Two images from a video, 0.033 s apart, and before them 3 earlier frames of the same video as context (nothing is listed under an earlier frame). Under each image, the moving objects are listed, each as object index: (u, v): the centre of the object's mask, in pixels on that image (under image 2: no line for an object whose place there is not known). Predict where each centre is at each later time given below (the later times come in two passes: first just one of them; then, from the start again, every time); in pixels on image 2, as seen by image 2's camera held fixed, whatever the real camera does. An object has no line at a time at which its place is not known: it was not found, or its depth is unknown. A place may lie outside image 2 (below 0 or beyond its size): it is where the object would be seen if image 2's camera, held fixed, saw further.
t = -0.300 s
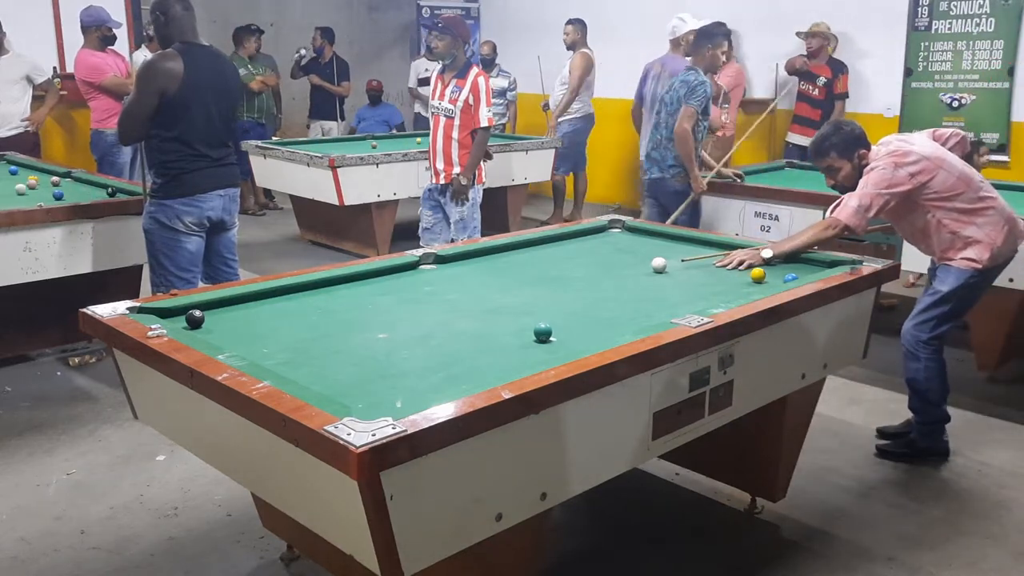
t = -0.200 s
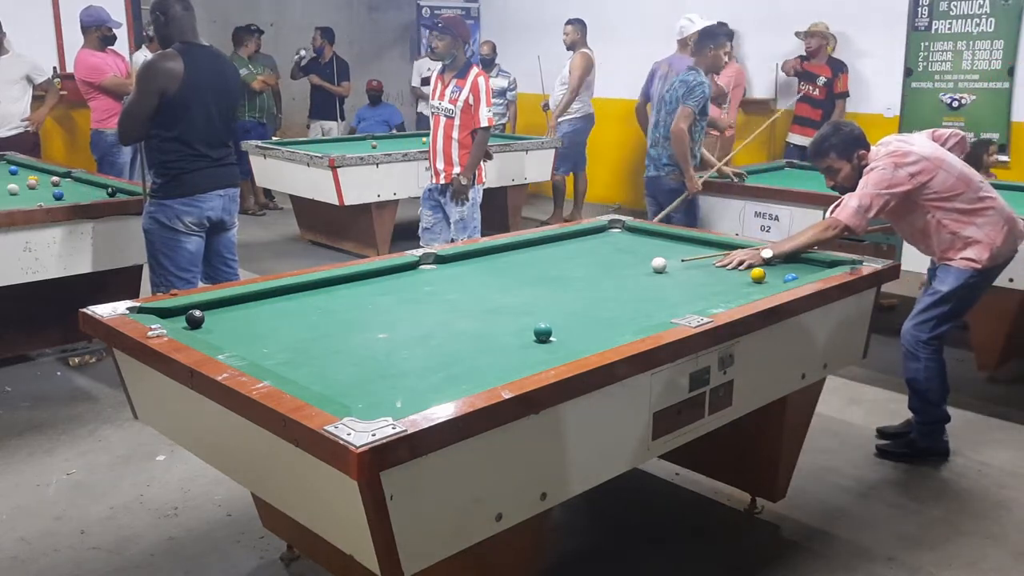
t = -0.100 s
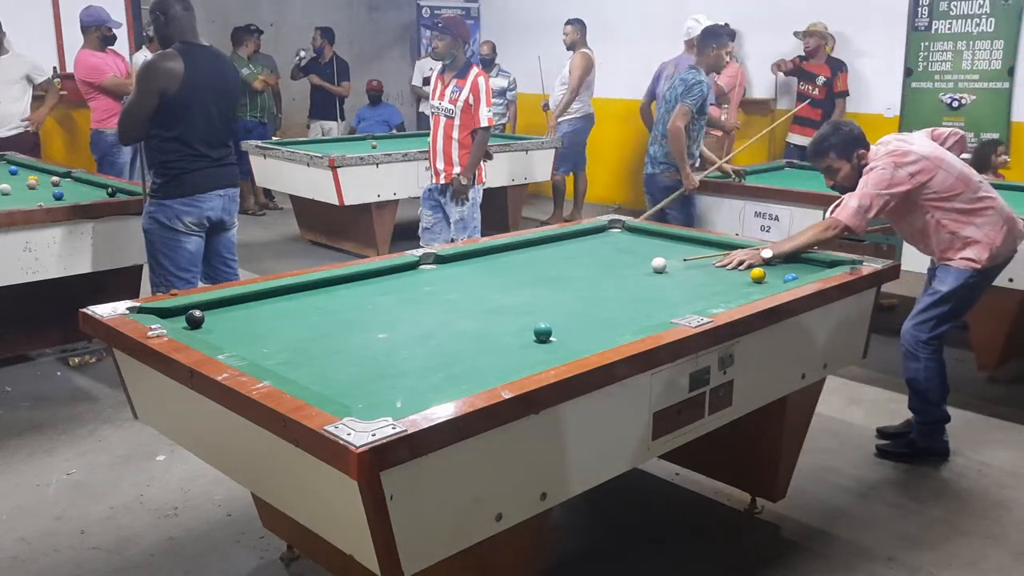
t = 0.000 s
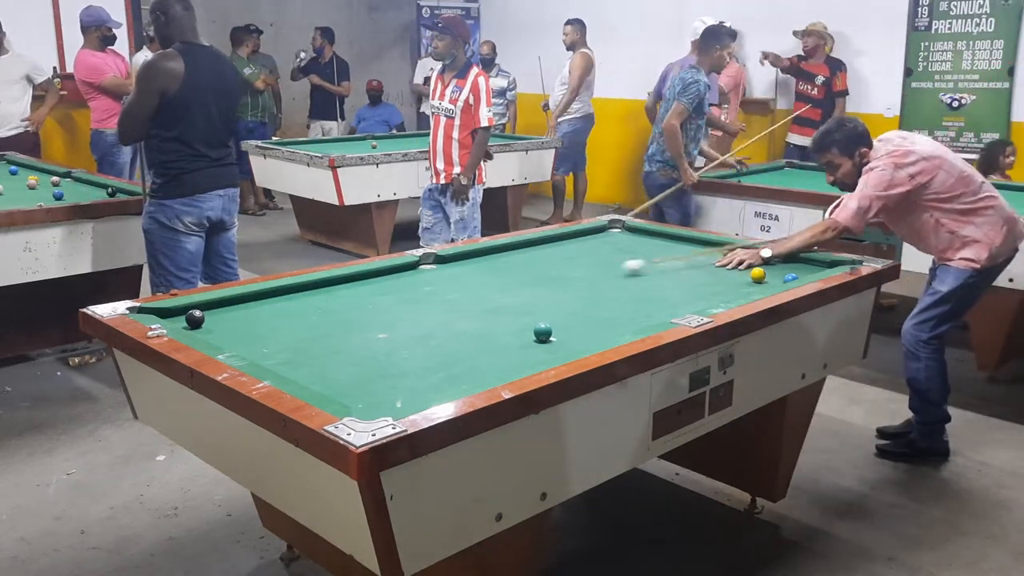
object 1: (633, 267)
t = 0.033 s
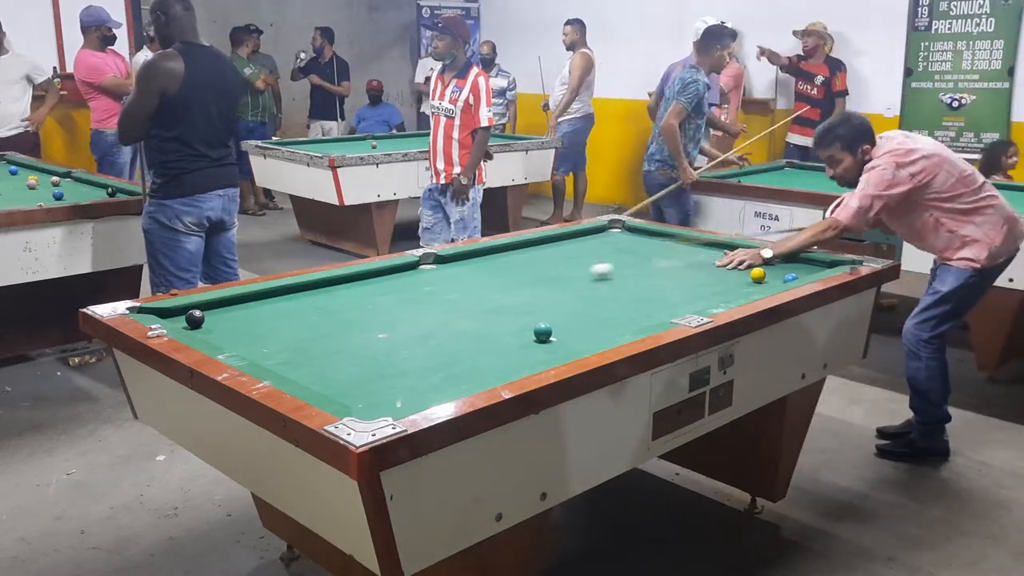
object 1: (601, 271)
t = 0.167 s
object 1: (474, 287)
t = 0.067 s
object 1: (570, 275)
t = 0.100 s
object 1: (538, 279)
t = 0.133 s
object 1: (506, 284)
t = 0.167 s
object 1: (474, 287)
